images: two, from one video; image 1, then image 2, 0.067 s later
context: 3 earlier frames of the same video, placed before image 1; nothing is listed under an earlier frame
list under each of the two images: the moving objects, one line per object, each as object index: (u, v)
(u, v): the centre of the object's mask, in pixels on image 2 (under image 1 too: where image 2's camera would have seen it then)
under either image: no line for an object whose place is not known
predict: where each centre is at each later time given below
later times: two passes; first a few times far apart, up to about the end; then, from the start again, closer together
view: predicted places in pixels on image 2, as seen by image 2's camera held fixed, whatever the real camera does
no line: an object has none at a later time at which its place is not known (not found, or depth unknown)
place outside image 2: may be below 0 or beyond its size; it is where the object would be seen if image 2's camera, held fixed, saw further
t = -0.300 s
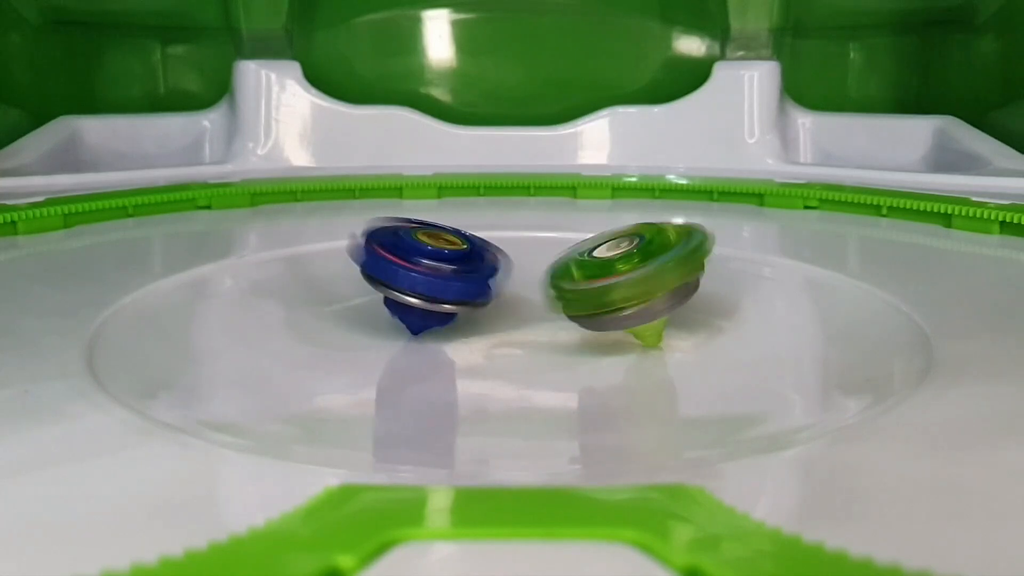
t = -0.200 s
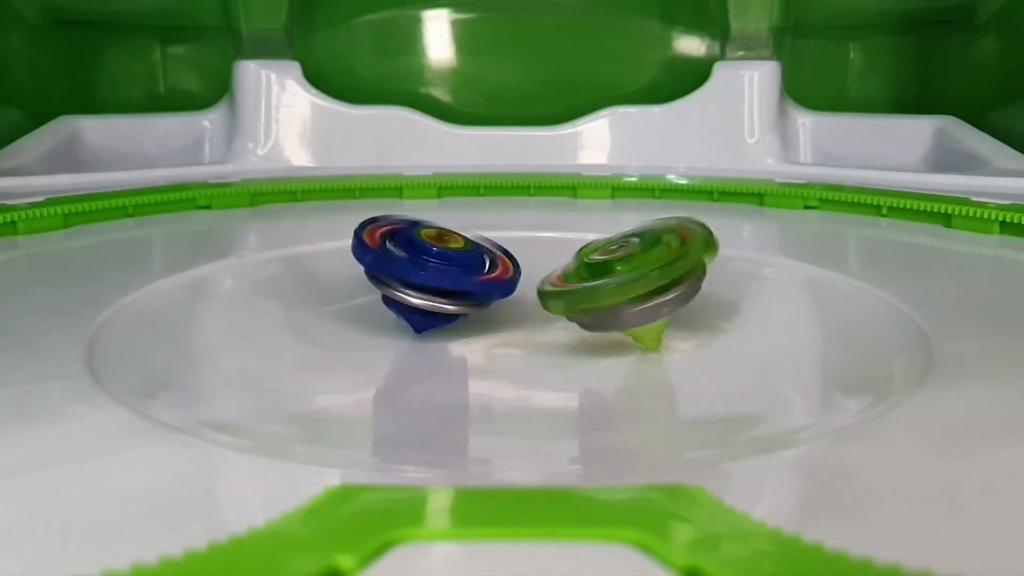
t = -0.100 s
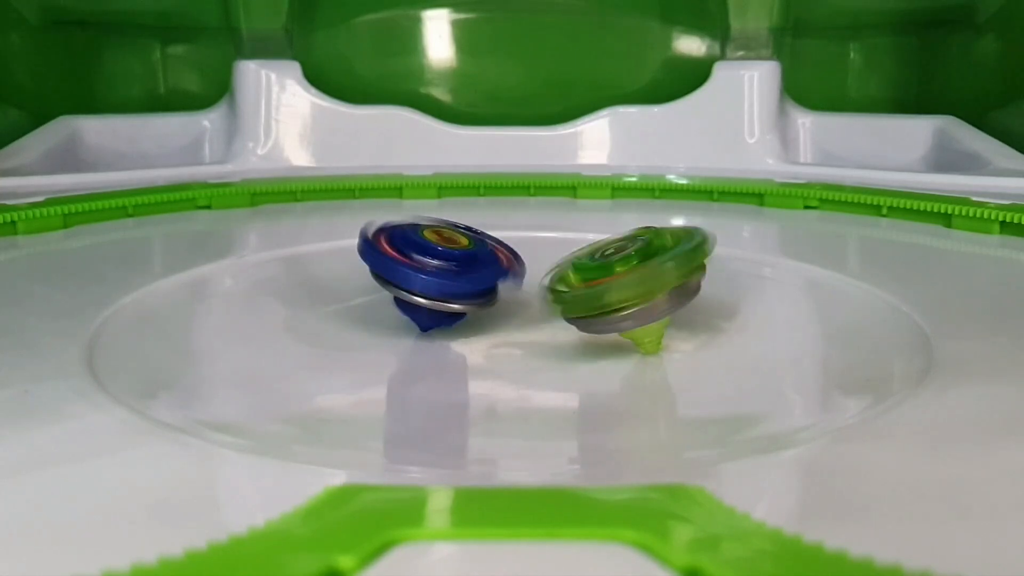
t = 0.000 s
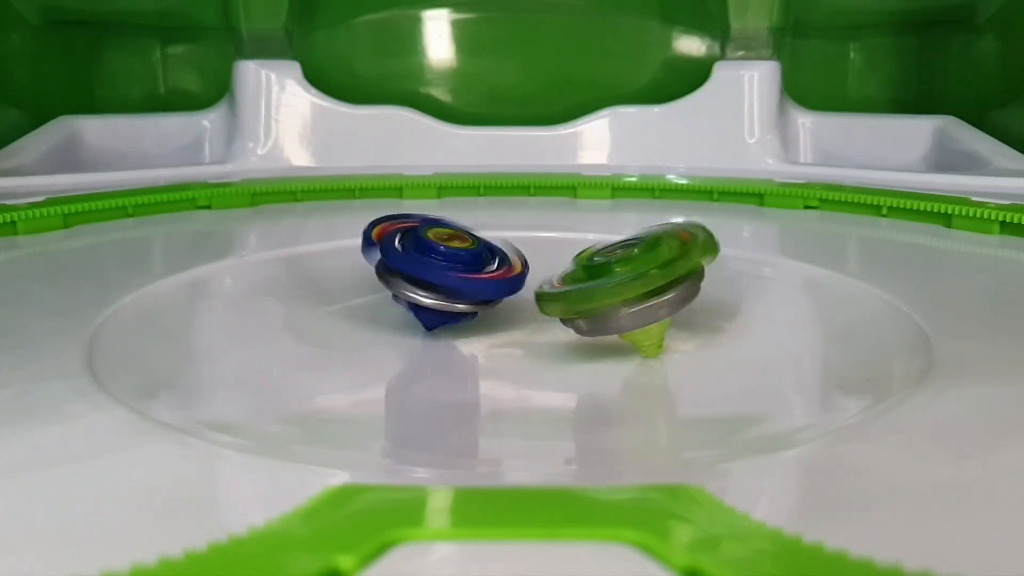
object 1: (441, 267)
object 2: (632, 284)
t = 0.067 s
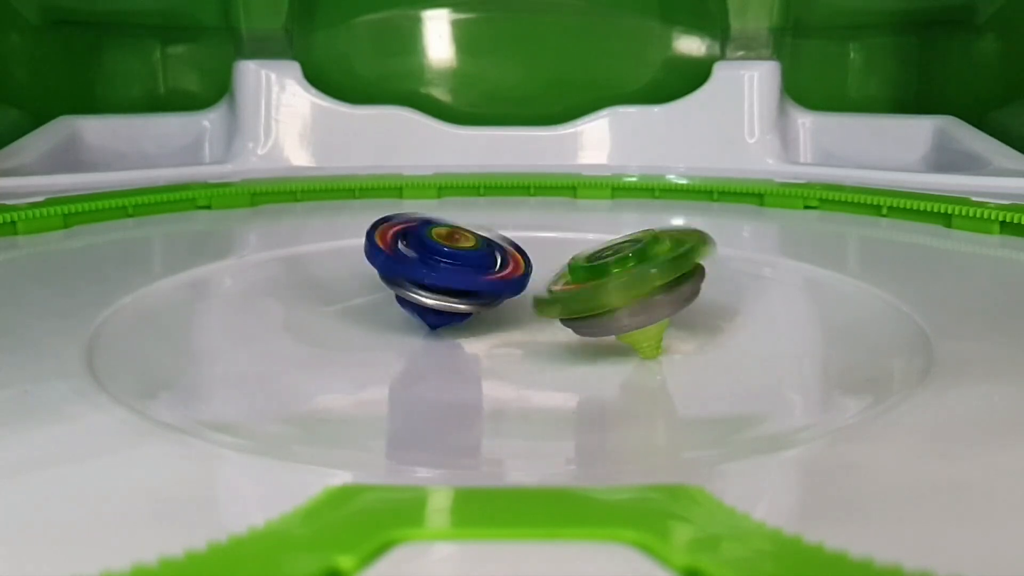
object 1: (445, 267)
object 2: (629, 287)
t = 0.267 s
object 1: (455, 265)
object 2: (624, 293)
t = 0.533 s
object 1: (468, 262)
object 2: (613, 300)
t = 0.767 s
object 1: (480, 257)
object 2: (600, 304)
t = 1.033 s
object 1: (492, 250)
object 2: (580, 309)
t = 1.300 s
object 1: (508, 244)
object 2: (554, 312)
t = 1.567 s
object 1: (531, 239)
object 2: (525, 314)
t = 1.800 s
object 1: (561, 243)
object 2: (499, 313)
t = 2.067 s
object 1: (577, 256)
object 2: (467, 313)
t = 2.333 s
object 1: (583, 266)
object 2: (438, 311)
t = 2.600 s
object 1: (587, 270)
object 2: (414, 309)
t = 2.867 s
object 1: (593, 275)
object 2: (393, 304)
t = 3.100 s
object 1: (597, 280)
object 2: (379, 300)
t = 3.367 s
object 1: (597, 285)
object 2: (371, 294)
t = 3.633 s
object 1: (593, 290)
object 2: (368, 289)
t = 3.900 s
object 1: (587, 295)
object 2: (371, 282)
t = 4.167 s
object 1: (578, 299)
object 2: (377, 275)
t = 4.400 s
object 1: (568, 304)
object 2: (386, 270)
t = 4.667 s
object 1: (553, 306)
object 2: (397, 262)
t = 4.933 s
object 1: (534, 307)
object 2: (412, 255)
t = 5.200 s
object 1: (512, 309)
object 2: (432, 243)
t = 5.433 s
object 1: (495, 309)
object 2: (451, 236)
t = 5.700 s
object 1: (474, 308)
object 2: (478, 234)
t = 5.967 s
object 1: (456, 306)
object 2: (511, 236)
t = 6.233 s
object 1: (440, 304)
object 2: (534, 241)
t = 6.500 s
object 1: (428, 301)
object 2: (555, 244)
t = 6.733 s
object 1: (421, 297)
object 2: (572, 245)
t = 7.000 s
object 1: (418, 293)
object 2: (594, 247)
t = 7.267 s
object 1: (416, 288)
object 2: (608, 250)
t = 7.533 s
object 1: (419, 283)
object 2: (626, 254)
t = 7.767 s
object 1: (424, 280)
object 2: (635, 260)
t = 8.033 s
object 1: (432, 276)
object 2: (645, 265)
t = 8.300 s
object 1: (445, 273)
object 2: (648, 273)
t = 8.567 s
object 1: (457, 269)
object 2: (650, 281)
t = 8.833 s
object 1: (471, 268)
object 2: (643, 291)
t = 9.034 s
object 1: (481, 265)
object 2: (635, 298)
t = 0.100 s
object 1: (446, 265)
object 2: (628, 287)
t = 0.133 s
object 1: (448, 266)
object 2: (629, 288)
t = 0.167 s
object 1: (451, 265)
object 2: (627, 289)
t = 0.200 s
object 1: (452, 266)
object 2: (626, 290)
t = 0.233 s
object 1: (453, 264)
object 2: (626, 290)
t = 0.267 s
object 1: (455, 265)
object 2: (624, 293)
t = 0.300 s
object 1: (458, 264)
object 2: (623, 292)
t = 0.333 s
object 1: (458, 265)
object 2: (622, 294)
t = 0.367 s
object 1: (460, 262)
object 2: (621, 294)
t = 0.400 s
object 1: (462, 264)
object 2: (619, 297)
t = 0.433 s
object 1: (465, 263)
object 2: (620, 296)
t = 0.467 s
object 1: (465, 263)
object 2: (618, 297)
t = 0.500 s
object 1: (467, 261)
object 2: (616, 297)
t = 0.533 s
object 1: (468, 262)
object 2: (613, 300)
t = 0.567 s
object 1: (473, 262)
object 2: (613, 299)
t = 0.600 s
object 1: (471, 262)
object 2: (611, 299)
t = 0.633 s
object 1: (474, 260)
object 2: (609, 300)
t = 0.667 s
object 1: (473, 260)
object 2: (606, 301)
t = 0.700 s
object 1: (478, 259)
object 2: (604, 303)
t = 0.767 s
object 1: (480, 257)
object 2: (600, 304)
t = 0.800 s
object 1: (480, 257)
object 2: (599, 304)
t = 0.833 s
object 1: (482, 257)
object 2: (596, 306)
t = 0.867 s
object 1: (485, 257)
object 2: (594, 306)
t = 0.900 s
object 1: (486, 254)
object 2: (589, 308)
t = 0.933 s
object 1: (487, 253)
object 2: (588, 307)
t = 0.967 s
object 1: (494, 253)
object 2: (584, 309)
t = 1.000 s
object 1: (491, 252)
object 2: (582, 309)
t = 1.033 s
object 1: (492, 250)
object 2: (580, 309)
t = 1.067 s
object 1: (493, 250)
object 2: (576, 310)
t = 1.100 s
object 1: (501, 249)
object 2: (573, 311)
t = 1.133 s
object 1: (500, 249)
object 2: (570, 311)
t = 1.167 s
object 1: (499, 246)
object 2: (569, 310)
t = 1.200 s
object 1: (502, 246)
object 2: (562, 311)
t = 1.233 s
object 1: (501, 244)
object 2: (562, 311)
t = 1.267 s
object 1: (508, 247)
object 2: (557, 313)
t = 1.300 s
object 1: (508, 244)
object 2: (554, 312)
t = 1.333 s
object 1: (512, 244)
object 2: (548, 312)
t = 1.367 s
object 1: (520, 242)
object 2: (547, 313)
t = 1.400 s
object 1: (519, 244)
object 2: (545, 314)
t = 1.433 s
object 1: (518, 241)
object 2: (540, 313)
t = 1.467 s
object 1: (524, 243)
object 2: (535, 314)
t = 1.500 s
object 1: (531, 241)
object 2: (532, 313)
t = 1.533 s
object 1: (531, 242)
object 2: (532, 314)
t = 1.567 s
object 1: (531, 239)
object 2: (525, 314)
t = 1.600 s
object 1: (538, 242)
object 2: (520, 314)
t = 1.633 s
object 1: (538, 242)
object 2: (516, 314)
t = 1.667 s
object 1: (546, 241)
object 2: (515, 314)
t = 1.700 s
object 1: (545, 241)
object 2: (508, 315)
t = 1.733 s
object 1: (551, 243)
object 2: (507, 314)
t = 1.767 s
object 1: (558, 242)
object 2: (500, 314)
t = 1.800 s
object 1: (561, 243)
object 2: (499, 313)
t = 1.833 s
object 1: (556, 245)
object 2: (492, 315)
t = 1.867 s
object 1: (563, 246)
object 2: (491, 314)
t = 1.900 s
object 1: (568, 248)
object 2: (484, 313)
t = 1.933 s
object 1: (572, 249)
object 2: (484, 313)
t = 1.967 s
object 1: (567, 253)
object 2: (477, 314)
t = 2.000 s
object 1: (573, 255)
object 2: (474, 313)
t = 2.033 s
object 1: (572, 258)
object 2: (473, 313)
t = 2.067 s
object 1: (577, 256)
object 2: (467, 313)
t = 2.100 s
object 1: (574, 261)
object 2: (464, 313)
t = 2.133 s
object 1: (578, 260)
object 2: (460, 313)
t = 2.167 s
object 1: (578, 262)
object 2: (455, 312)
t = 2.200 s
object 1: (581, 262)
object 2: (451, 312)
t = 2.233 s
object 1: (579, 264)
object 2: (452, 312)
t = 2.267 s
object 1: (581, 264)
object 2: (444, 312)
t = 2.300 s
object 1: (580, 265)
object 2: (442, 312)
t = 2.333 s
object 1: (583, 266)
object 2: (438, 311)
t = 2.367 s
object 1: (582, 266)
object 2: (435, 310)
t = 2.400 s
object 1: (583, 267)
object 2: (430, 311)
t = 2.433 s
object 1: (583, 268)
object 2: (429, 310)
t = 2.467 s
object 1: (584, 268)
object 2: (425, 309)
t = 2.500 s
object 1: (584, 270)
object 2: (422, 308)
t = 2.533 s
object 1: (585, 270)
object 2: (418, 309)
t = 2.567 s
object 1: (586, 271)
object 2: (415, 308)
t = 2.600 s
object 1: (587, 270)
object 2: (414, 309)
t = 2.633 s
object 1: (587, 272)
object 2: (409, 307)
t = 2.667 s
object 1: (588, 272)
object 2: (408, 308)
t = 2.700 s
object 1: (589, 273)
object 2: (404, 306)
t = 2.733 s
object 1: (590, 273)
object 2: (403, 306)
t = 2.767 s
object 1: (590, 275)
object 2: (398, 304)
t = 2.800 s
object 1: (591, 274)
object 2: (399, 305)
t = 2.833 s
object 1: (591, 275)
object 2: (396, 304)
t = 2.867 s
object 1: (593, 275)
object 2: (393, 304)
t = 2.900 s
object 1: (593, 277)
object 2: (390, 303)
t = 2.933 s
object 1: (594, 276)
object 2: (389, 302)
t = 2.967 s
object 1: (596, 277)
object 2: (386, 302)
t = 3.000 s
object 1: (596, 277)
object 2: (386, 302)
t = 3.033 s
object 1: (596, 279)
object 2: (383, 301)
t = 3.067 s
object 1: (596, 279)
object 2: (382, 300)
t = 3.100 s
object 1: (597, 280)
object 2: (379, 300)
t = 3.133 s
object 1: (597, 280)
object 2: (378, 299)
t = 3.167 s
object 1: (597, 281)
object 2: (377, 299)
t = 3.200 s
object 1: (596, 282)
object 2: (375, 297)
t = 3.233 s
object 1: (597, 282)
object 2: (375, 297)
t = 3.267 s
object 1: (599, 282)
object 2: (374, 296)
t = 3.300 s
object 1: (597, 283)
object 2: (373, 295)
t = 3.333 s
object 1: (596, 284)
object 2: (371, 294)
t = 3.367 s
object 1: (597, 285)
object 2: (371, 294)
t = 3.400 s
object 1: (598, 285)
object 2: (369, 294)
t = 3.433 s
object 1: (597, 286)
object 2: (369, 293)
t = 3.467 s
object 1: (596, 287)
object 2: (368, 292)
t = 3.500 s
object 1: (596, 288)
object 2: (368, 290)
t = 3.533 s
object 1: (597, 288)
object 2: (367, 291)
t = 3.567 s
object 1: (595, 288)
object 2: (368, 290)
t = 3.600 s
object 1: (595, 290)
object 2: (366, 289)
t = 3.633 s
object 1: (593, 290)
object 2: (368, 289)
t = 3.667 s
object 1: (594, 291)
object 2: (367, 287)
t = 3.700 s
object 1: (593, 291)
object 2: (369, 287)
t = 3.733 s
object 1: (594, 292)
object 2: (368, 286)
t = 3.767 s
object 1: (591, 293)
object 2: (369, 285)
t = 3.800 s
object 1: (592, 293)
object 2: (369, 283)
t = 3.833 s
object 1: (590, 293)
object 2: (369, 284)
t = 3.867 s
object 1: (590, 294)
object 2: (370, 282)
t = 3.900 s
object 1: (587, 295)
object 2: (371, 282)
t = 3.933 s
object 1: (588, 296)
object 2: (370, 280)
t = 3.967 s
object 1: (586, 295)
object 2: (370, 280)
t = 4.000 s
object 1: (586, 297)
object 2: (373, 279)
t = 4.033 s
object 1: (583, 297)
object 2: (372, 278)
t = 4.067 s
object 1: (584, 298)
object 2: (375, 278)
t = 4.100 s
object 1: (582, 297)
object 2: (374, 276)
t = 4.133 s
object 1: (581, 299)
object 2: (377, 276)
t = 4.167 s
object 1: (578, 299)
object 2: (377, 275)
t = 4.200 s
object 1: (578, 300)
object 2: (379, 275)
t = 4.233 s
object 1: (576, 300)
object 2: (379, 273)
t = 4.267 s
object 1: (575, 302)
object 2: (382, 273)
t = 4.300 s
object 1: (572, 301)
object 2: (382, 271)
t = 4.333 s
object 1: (572, 302)
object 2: (382, 271)
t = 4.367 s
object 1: (569, 302)
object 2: (385, 270)
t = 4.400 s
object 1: (568, 304)
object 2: (386, 270)
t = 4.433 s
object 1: (569, 304)
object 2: (389, 270)
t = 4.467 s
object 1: (565, 304)
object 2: (388, 268)
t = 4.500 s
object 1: (564, 304)
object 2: (392, 268)
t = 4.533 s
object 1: (561, 305)
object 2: (391, 266)
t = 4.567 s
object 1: (557, 305)
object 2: (395, 266)
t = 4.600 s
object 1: (556, 305)
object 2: (394, 264)
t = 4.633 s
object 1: (556, 306)
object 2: (398, 265)
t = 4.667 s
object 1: (553, 306)
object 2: (397, 262)
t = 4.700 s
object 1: (549, 307)
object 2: (402, 263)
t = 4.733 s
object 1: (548, 306)
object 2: (401, 261)
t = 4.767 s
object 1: (548, 307)
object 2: (403, 261)
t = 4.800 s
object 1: (544, 307)
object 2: (405, 259)
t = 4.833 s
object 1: (541, 308)
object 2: (408, 259)
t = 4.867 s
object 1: (539, 307)
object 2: (409, 258)
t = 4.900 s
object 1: (538, 308)
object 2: (409, 256)
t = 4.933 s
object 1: (534, 307)
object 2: (412, 255)
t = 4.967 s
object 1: (532, 308)
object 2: (414, 254)
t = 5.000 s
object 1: (528, 307)
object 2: (415, 252)
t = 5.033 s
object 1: (528, 308)
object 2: (416, 252)
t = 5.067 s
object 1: (523, 309)
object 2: (421, 250)
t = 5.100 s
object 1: (521, 309)
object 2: (419, 249)
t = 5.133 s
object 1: (517, 309)
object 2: (426, 248)
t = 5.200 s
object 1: (512, 309)
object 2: (432, 243)
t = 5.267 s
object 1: (507, 309)
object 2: (431, 241)
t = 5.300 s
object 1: (507, 309)
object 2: (439, 241)
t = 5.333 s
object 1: (502, 308)
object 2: (439, 238)
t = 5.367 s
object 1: (500, 309)
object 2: (445, 239)
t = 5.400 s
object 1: (497, 309)
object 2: (444, 237)
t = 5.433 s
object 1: (495, 309)
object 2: (451, 236)
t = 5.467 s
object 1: (491, 308)
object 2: (453, 236)
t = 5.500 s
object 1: (489, 309)
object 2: (458, 236)
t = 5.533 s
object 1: (488, 308)
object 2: (460, 236)
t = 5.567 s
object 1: (484, 308)
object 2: (465, 234)
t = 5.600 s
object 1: (481, 308)
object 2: (470, 235)
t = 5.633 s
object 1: (479, 309)
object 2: (471, 235)
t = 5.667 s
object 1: (477, 308)
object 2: (477, 235)
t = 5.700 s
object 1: (474, 308)
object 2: (478, 234)
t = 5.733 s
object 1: (472, 309)
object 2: (487, 234)
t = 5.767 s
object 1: (468, 308)
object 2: (487, 234)
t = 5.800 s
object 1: (467, 308)
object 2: (491, 235)
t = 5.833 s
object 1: (464, 307)
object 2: (494, 235)
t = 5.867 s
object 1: (463, 308)
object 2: (501, 235)
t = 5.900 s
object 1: (459, 307)
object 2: (503, 236)
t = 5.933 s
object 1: (458, 308)
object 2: (504, 235)
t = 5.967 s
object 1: (456, 306)
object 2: (511, 236)
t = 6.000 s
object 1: (455, 307)
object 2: (513, 235)
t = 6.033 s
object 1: (452, 306)
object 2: (517, 237)
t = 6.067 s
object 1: (450, 307)
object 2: (518, 238)
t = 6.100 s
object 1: (446, 305)
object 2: (524, 239)
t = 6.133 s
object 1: (447, 306)
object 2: (524, 239)
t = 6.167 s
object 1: (444, 304)
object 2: (531, 239)
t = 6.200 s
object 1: (442, 305)
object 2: (532, 239)
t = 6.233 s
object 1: (440, 304)
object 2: (534, 241)
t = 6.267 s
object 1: (439, 305)
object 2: (537, 240)
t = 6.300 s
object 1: (436, 303)
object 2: (541, 241)
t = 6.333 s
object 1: (435, 303)
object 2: (544, 241)
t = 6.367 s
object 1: (435, 303)
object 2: (543, 243)
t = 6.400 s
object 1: (433, 302)
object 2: (549, 242)
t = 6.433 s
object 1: (432, 302)
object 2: (549, 243)
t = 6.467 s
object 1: (430, 300)
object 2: (552, 242)
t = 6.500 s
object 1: (428, 301)
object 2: (555, 244)
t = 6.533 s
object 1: (427, 299)
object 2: (558, 244)
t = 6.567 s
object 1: (427, 300)
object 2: (560, 245)
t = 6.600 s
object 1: (425, 299)
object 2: (562, 244)
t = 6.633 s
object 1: (423, 300)
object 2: (567, 245)
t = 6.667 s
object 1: (423, 297)
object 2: (569, 244)
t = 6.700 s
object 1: (423, 298)
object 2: (572, 245)
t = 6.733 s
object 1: (421, 297)
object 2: (572, 245)
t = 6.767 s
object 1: (420, 297)
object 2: (577, 245)
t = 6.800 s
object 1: (419, 296)
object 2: (578, 245)
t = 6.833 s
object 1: (419, 295)
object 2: (580, 245)
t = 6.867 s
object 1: (421, 296)
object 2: (583, 246)
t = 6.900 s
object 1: (418, 294)
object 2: (586, 245)
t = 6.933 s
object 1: (418, 294)
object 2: (590, 246)
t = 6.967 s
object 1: (418, 293)
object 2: (590, 246)
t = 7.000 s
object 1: (418, 293)
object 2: (594, 247)
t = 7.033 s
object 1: (416, 292)
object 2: (594, 247)
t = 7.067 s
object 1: (417, 292)
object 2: (599, 247)
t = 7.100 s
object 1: (416, 291)
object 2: (599, 248)
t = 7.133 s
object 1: (417, 291)
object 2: (599, 248)
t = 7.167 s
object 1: (416, 289)
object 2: (603, 249)
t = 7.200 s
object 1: (415, 290)
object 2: (606, 248)
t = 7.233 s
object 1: (416, 288)
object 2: (609, 249)
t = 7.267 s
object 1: (416, 288)
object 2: (608, 250)
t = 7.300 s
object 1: (415, 287)
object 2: (613, 251)
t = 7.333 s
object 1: (416, 287)
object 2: (613, 251)
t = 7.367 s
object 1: (416, 286)
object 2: (618, 251)
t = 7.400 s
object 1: (417, 286)
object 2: (617, 252)
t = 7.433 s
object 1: (419, 286)
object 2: (619, 253)
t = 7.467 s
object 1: (417, 284)
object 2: (621, 254)
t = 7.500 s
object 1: (417, 284)
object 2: (623, 254)
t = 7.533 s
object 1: (419, 283)
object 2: (626, 254)
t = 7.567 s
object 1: (421, 284)
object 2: (625, 254)
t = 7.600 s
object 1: (420, 282)
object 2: (629, 256)
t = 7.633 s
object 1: (420, 282)
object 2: (628, 256)
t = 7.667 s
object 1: (422, 281)
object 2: (631, 256)
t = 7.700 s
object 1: (423, 281)
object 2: (632, 258)
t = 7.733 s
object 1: (424, 280)
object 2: (635, 258)
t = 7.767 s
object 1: (424, 280)
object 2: (635, 260)
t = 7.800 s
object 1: (424, 279)
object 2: (636, 260)
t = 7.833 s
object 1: (426, 279)
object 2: (639, 260)
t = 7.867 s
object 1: (428, 278)
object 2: (638, 261)
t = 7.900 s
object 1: (428, 278)
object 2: (641, 262)
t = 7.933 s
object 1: (430, 277)
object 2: (640, 263)
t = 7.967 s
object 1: (430, 277)
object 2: (644, 263)
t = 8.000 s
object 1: (432, 276)
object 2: (642, 265)
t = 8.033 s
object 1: (432, 276)
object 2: (645, 265)
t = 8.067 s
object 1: (434, 275)
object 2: (644, 266)
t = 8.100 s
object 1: (436, 275)
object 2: (644, 267)
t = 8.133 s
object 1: (438, 275)
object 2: (647, 268)
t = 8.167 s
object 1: (438, 274)
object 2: (646, 269)
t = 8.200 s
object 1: (438, 274)
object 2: (648, 269)
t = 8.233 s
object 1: (441, 273)
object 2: (647, 271)
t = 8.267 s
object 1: (443, 273)
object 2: (650, 271)
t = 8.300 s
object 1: (445, 273)
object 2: (648, 273)
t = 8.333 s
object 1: (443, 272)
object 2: (648, 274)
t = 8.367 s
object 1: (446, 271)
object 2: (649, 274)
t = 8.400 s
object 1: (448, 271)
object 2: (649, 276)
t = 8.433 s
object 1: (451, 271)
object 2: (651, 276)
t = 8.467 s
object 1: (451, 271)
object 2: (649, 277)
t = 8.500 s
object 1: (453, 270)
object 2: (650, 278)
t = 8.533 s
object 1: (455, 270)
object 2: (648, 280)
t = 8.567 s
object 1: (457, 269)
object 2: (650, 281)
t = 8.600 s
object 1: (459, 270)
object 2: (649, 281)
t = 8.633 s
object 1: (459, 269)
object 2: (648, 284)
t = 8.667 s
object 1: (462, 269)
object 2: (647, 284)
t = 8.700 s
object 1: (465, 268)
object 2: (647, 286)
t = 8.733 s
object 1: (465, 268)
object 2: (647, 286)
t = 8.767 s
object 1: (465, 268)
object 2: (645, 288)
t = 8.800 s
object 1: (470, 268)
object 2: (644, 288)
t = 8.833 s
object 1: (471, 268)
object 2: (643, 291)
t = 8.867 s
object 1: (473, 268)
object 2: (642, 290)
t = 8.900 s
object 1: (472, 268)
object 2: (641, 291)
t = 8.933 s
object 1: (476, 266)
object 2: (638, 294)
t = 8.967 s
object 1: (478, 266)
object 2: (637, 296)
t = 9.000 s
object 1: (480, 267)
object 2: (637, 296)
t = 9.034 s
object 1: (481, 265)
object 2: (635, 298)
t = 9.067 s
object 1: (481, 265)
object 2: (634, 298)
